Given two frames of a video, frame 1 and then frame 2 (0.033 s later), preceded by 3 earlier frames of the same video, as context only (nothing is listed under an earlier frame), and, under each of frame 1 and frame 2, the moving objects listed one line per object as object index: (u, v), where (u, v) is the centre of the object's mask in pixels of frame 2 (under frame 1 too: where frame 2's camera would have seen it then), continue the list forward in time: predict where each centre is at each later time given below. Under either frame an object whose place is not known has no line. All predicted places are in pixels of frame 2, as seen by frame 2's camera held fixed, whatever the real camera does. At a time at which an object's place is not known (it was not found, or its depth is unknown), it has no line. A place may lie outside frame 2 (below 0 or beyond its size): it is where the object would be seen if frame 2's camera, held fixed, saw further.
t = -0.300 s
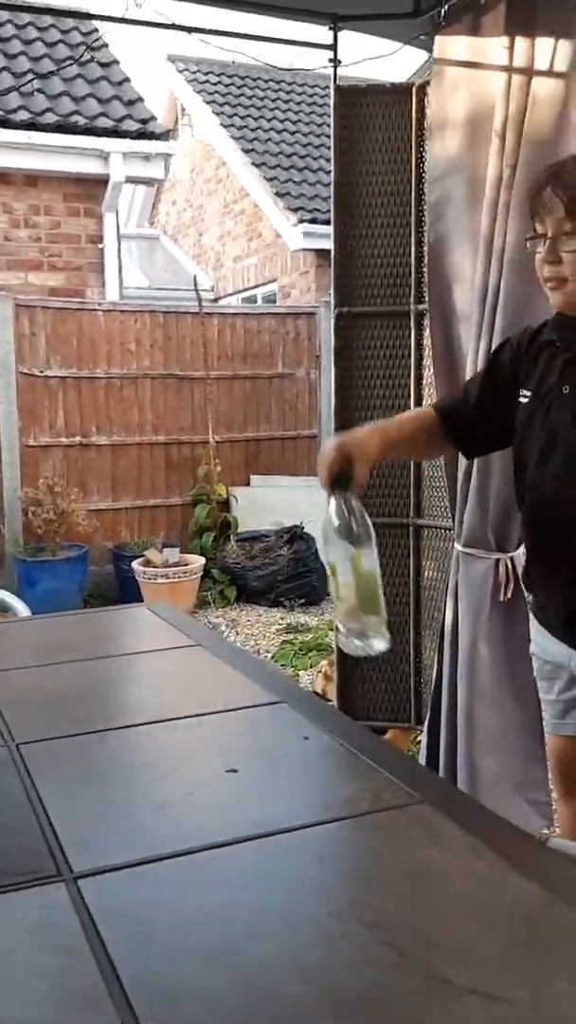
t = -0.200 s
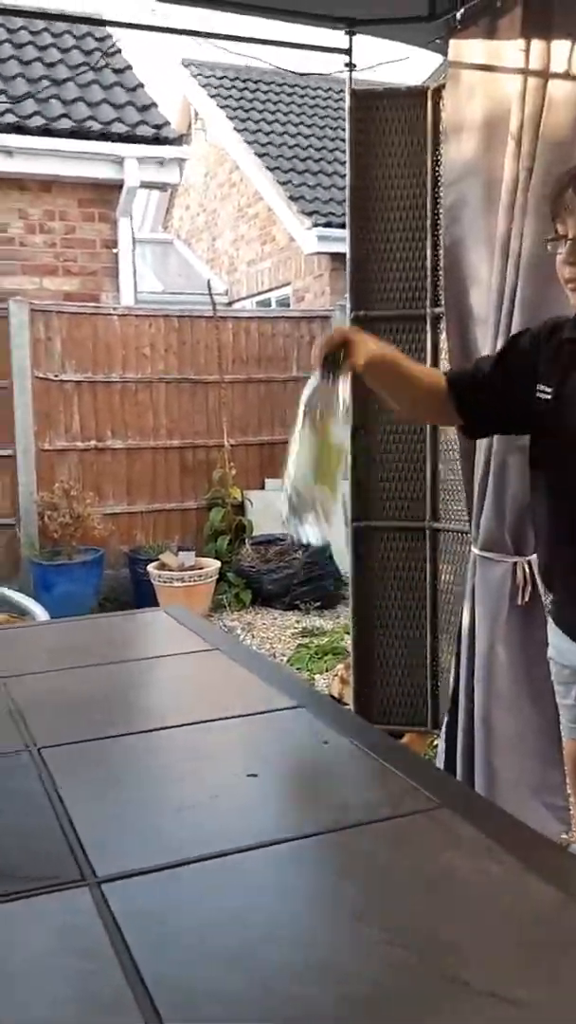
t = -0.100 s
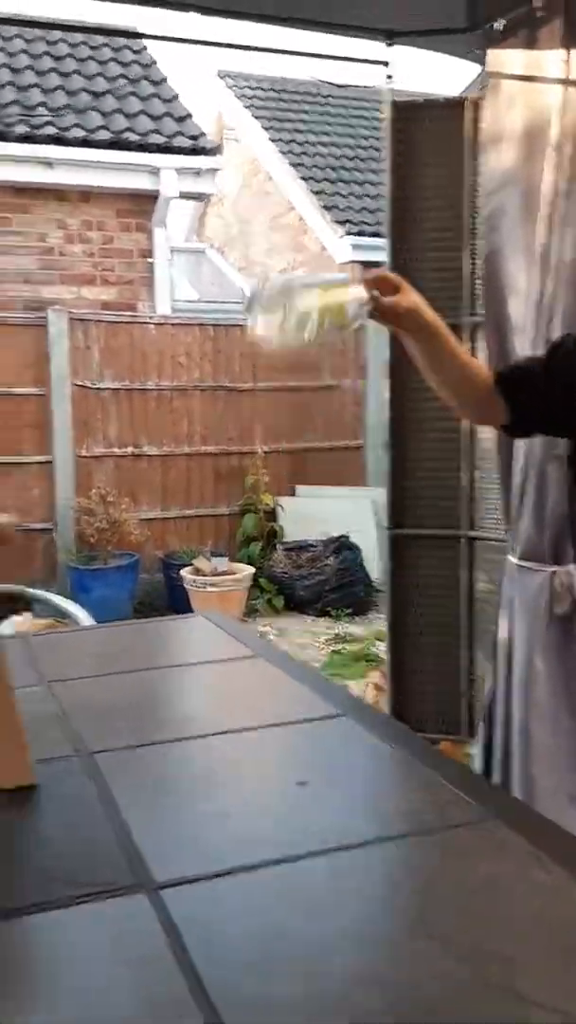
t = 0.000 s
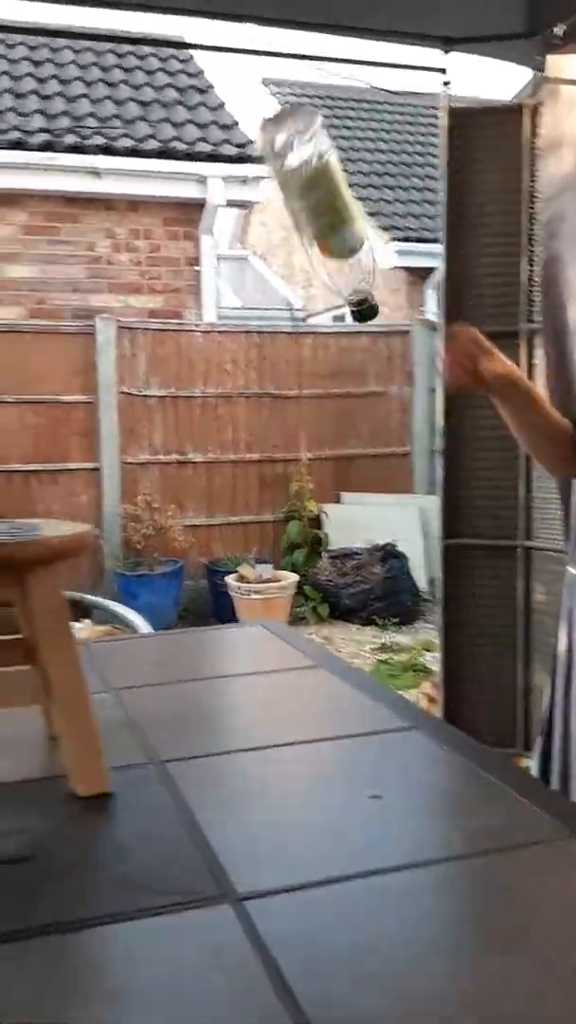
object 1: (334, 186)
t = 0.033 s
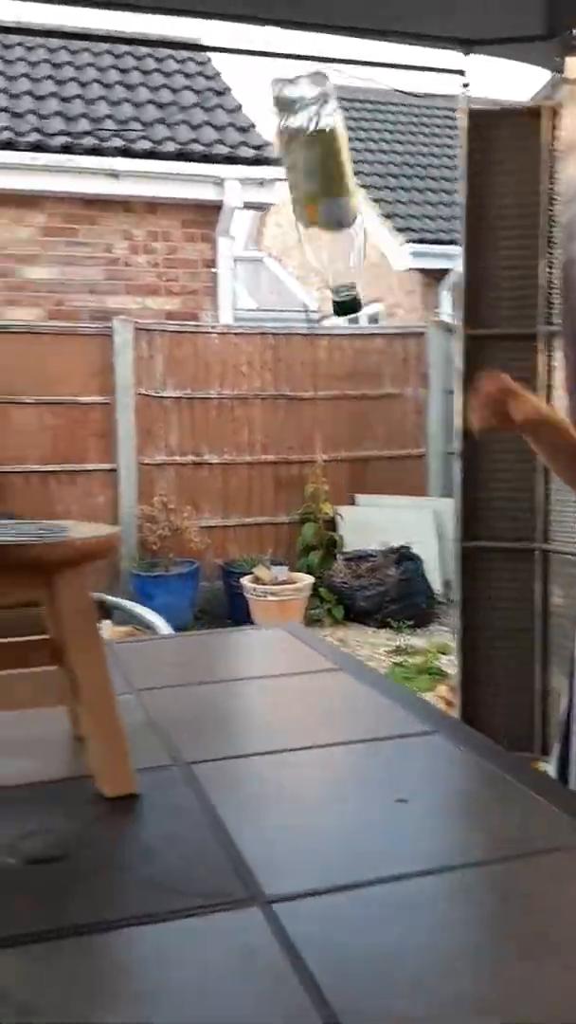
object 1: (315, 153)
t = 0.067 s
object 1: (294, 121)
